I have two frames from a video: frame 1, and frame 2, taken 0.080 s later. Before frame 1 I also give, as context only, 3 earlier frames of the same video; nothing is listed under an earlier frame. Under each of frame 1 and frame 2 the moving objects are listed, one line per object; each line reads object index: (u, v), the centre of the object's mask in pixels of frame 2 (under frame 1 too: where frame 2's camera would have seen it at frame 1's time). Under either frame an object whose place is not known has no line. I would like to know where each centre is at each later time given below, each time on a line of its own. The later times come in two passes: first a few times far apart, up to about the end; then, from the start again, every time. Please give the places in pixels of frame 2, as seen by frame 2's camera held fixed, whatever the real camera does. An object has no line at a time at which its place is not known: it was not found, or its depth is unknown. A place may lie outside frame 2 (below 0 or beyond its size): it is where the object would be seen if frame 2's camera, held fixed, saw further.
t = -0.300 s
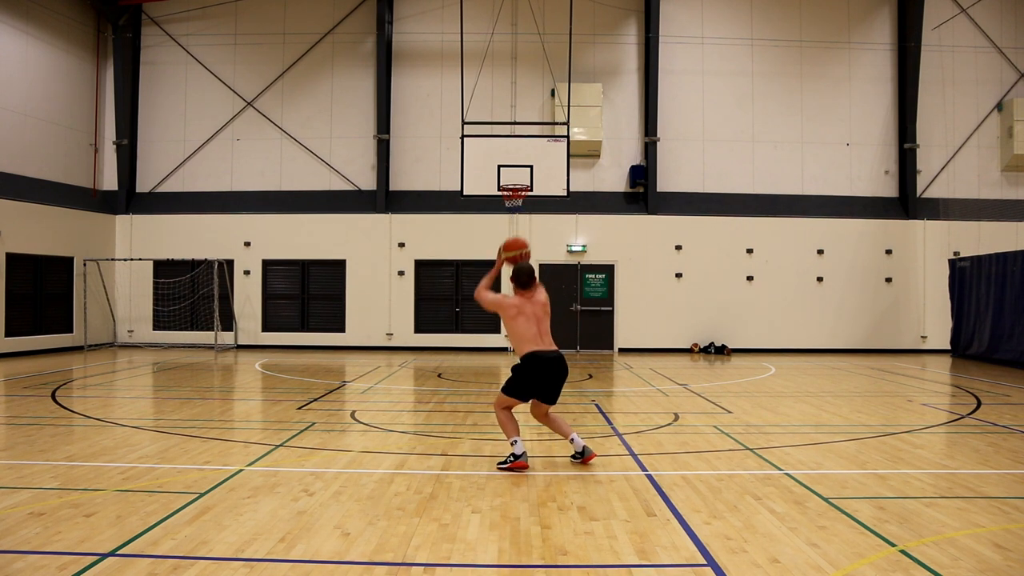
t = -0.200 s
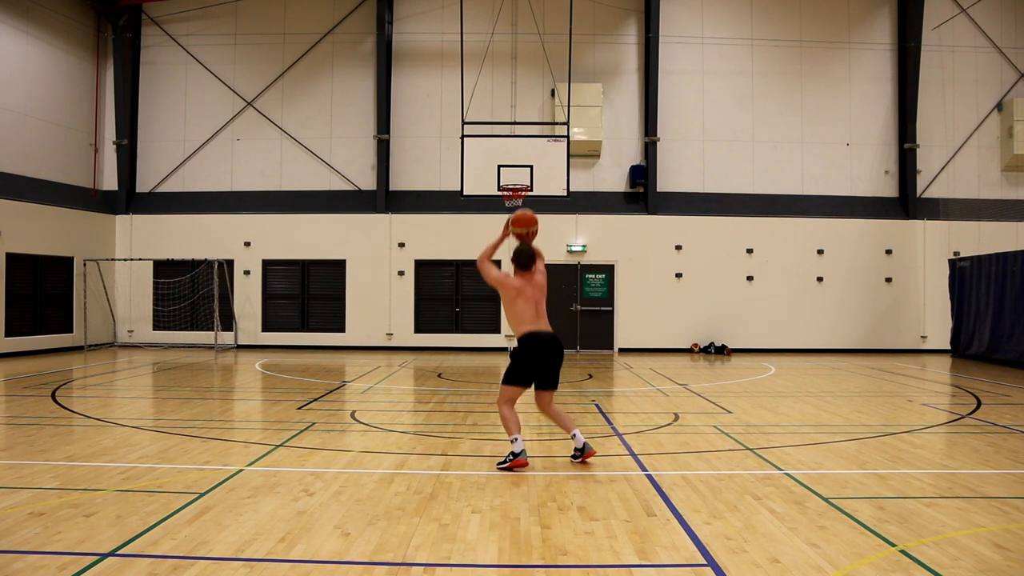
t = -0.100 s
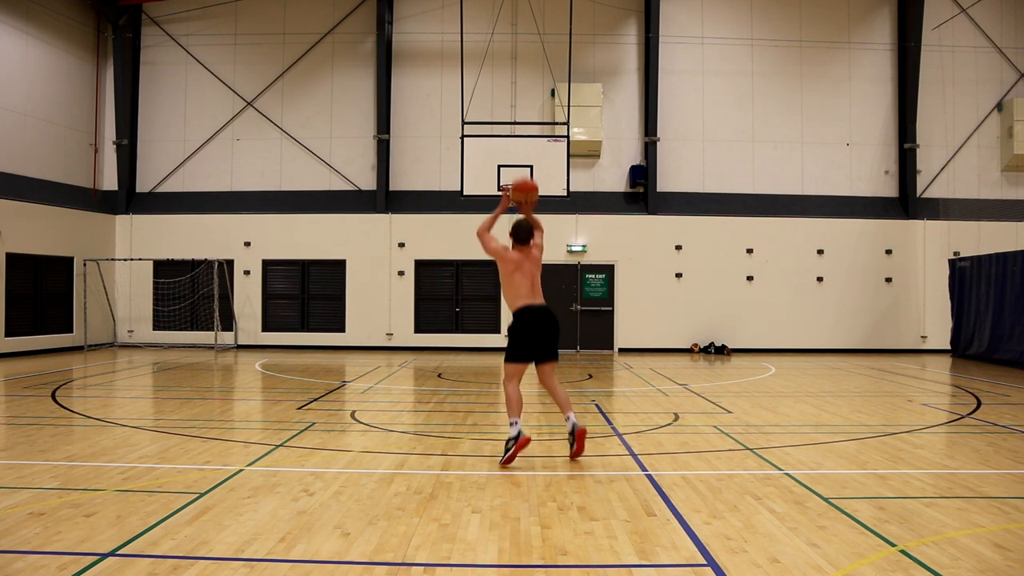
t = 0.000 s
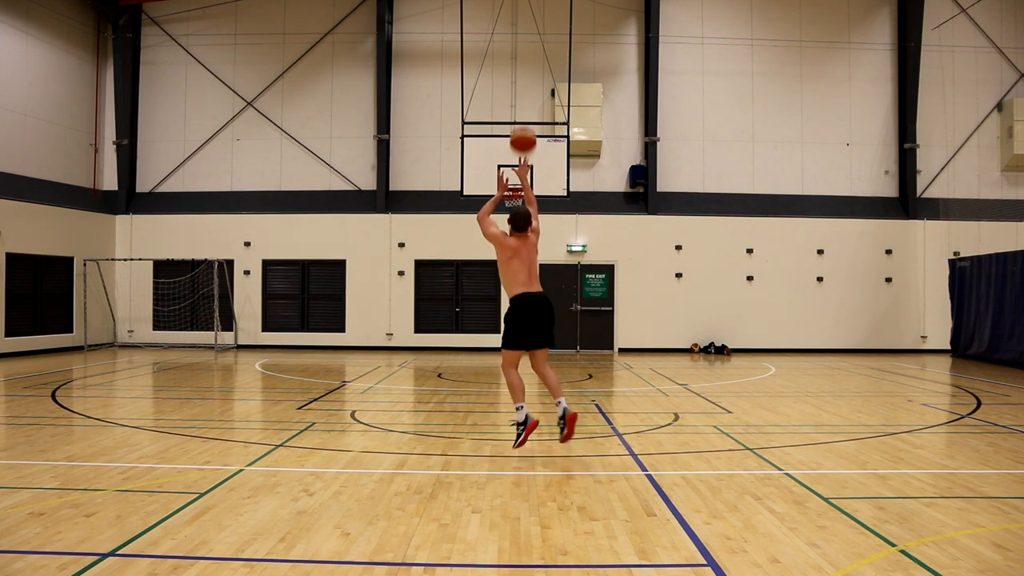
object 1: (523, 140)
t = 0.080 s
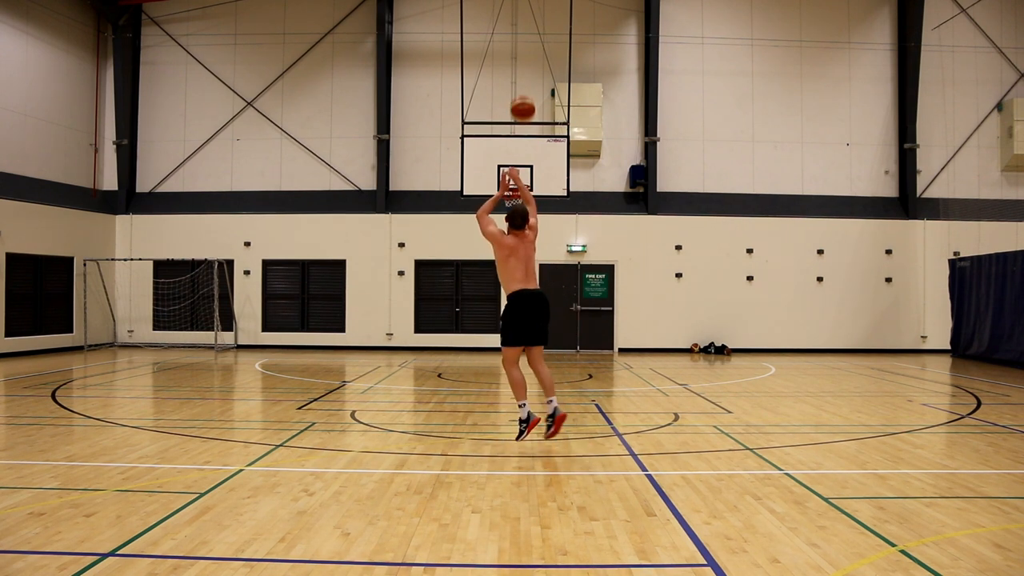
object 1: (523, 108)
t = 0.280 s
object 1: (521, 69)
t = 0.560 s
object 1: (519, 77)
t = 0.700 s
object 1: (518, 100)
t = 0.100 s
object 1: (522, 102)
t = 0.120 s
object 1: (522, 97)
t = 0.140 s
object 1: (522, 93)
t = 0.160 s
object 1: (522, 87)
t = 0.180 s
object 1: (521, 83)
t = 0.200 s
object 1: (521, 79)
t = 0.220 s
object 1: (521, 76)
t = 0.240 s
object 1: (521, 73)
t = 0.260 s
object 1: (521, 71)
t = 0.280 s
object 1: (521, 69)
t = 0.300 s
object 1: (521, 68)
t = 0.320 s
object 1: (521, 67)
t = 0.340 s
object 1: (520, 66)
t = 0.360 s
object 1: (520, 65)
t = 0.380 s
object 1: (520, 65)
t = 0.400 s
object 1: (520, 66)
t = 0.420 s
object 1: (520, 66)
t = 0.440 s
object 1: (520, 67)
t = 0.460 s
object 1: (519, 68)
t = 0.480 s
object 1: (519, 69)
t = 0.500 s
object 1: (519, 71)
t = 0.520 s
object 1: (519, 73)
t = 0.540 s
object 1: (519, 75)
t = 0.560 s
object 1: (519, 77)
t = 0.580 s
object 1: (518, 80)
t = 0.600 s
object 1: (519, 82)
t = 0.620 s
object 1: (518, 86)
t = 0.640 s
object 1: (518, 89)
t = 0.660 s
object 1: (518, 93)
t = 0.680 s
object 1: (518, 96)
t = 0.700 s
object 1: (518, 100)
